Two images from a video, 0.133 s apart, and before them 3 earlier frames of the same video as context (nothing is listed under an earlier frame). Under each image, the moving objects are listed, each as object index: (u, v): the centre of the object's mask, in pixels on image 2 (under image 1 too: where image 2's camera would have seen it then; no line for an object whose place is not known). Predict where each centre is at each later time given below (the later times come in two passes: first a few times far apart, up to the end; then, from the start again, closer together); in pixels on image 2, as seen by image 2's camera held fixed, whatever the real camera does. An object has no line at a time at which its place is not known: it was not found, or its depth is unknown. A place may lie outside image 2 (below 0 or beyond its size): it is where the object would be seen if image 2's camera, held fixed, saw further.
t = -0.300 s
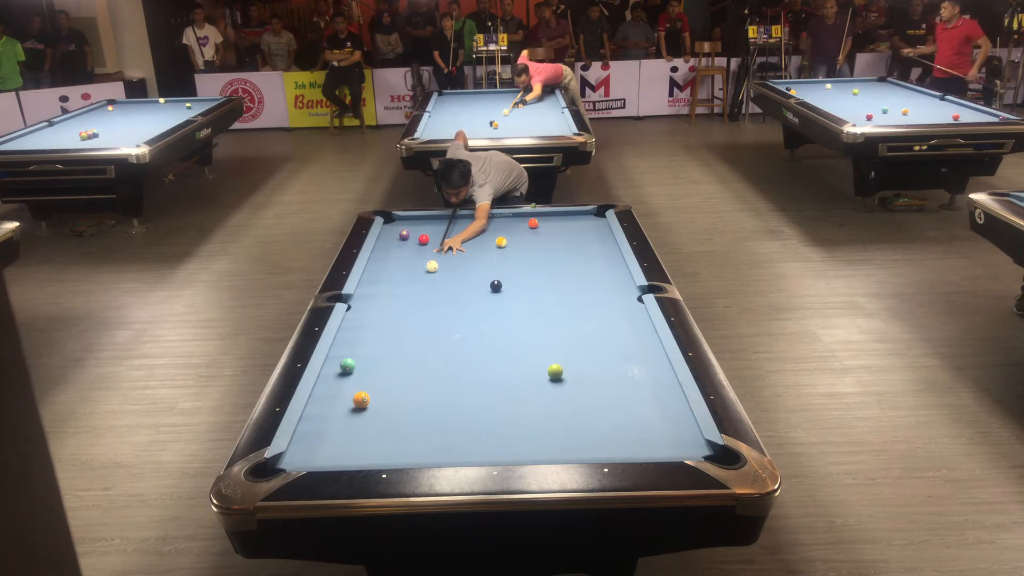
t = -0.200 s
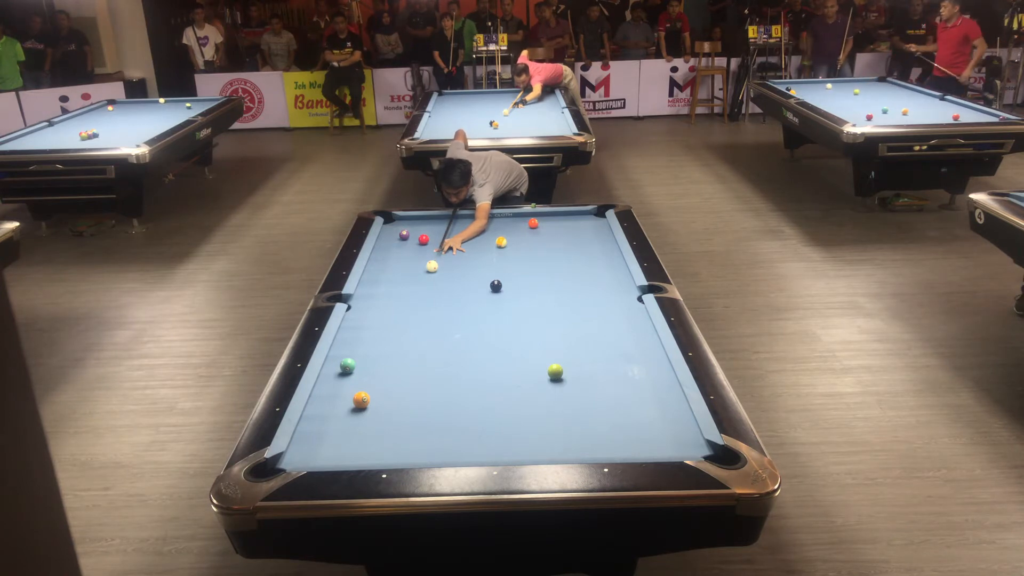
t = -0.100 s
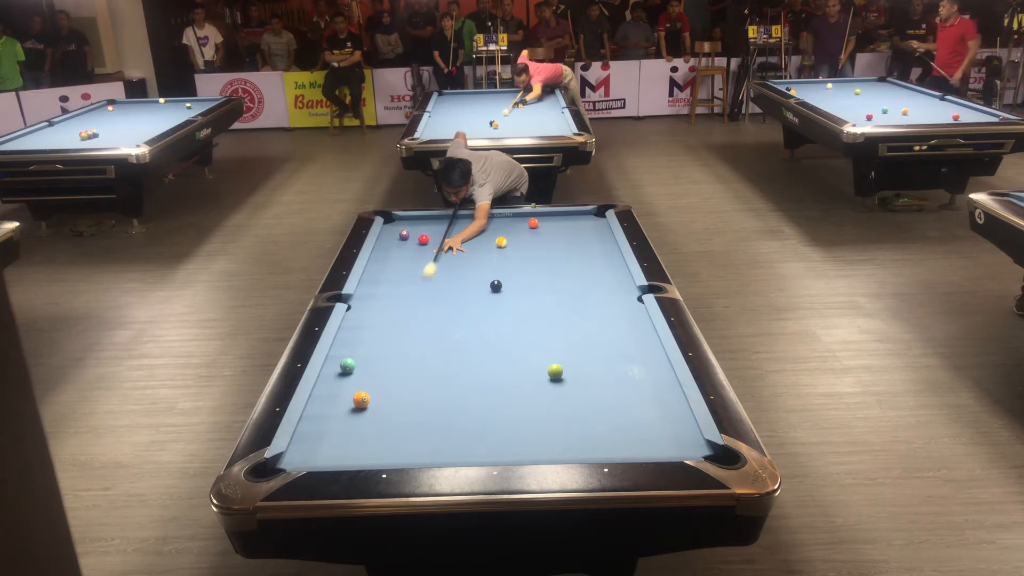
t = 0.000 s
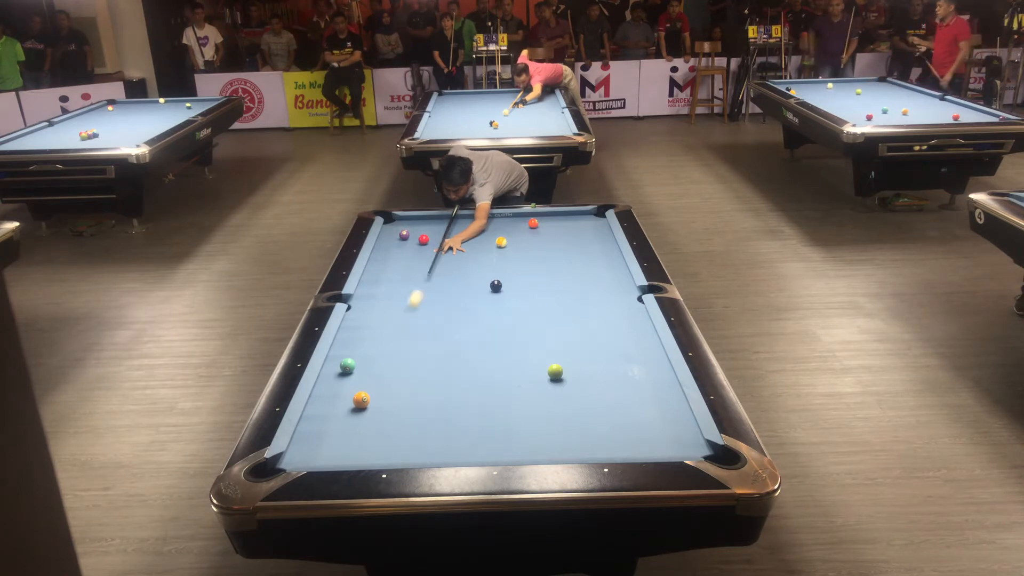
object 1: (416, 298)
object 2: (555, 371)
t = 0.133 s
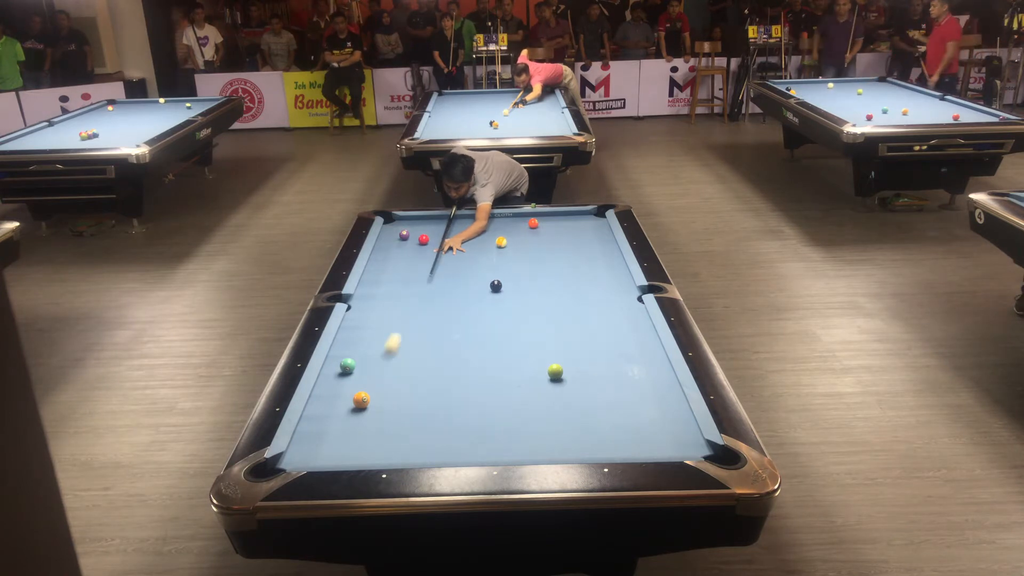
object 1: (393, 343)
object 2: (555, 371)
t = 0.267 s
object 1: (371, 392)
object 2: (555, 372)
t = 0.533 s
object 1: (402, 412)
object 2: (555, 371)
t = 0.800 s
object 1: (423, 451)
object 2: (555, 371)
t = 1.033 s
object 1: (451, 442)
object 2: (555, 371)
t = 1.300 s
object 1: (481, 422)
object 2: (555, 371)
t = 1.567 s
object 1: (508, 404)
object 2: (555, 371)
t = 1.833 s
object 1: (531, 388)
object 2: (555, 371)
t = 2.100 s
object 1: (547, 378)
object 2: (560, 368)
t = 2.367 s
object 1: (552, 375)
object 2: (571, 361)
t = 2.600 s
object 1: (554, 373)
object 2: (580, 355)
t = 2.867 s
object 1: (556, 372)
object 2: (590, 349)
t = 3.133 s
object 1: (557, 372)
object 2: (598, 344)
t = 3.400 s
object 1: (557, 371)
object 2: (605, 339)
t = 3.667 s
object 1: (557, 372)
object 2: (612, 336)
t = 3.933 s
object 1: (557, 371)
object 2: (617, 333)
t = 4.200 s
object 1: (557, 371)
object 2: (622, 331)
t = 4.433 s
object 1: (557, 371)
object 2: (625, 329)
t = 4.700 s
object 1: (557, 371)
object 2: (628, 327)
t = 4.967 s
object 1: (557, 371)
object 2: (630, 326)
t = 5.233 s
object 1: (557, 371)
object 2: (631, 326)
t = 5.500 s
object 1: (557, 371)
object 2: (632, 326)
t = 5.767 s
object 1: (557, 371)
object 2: (632, 326)
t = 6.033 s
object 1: (557, 371)
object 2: (632, 326)
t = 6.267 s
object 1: (557, 371)
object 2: (632, 326)
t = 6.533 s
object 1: (557, 372)
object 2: (631, 326)
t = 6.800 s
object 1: (557, 371)
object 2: (631, 326)
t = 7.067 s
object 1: (557, 371)
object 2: (631, 326)
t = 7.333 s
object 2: (631, 326)
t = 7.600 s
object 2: (628, 325)
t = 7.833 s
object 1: (557, 372)
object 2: (631, 326)
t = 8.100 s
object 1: (557, 372)
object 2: (631, 326)
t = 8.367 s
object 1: (557, 372)
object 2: (631, 326)
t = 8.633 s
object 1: (557, 372)
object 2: (632, 326)
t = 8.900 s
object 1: (557, 372)
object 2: (632, 326)
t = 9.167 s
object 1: (557, 371)
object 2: (631, 326)
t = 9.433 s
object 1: (557, 371)
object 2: (631, 326)
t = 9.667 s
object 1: (557, 371)
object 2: (632, 326)
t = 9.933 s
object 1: (557, 371)
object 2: (632, 326)
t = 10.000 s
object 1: (557, 371)
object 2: (632, 326)
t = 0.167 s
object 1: (387, 355)
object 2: (555, 372)
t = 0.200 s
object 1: (380, 368)
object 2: (555, 371)
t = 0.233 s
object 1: (374, 382)
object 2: (555, 371)
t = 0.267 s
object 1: (371, 392)
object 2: (555, 372)
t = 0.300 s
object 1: (375, 394)
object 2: (555, 371)
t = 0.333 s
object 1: (380, 395)
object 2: (555, 371)
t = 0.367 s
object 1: (384, 397)
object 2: (555, 371)
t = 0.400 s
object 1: (388, 400)
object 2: (555, 371)
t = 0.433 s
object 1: (392, 402)
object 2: (555, 371)
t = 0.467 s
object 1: (395, 406)
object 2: (555, 371)
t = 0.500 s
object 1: (399, 409)
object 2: (555, 371)
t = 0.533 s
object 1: (402, 412)
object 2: (555, 371)
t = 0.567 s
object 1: (405, 416)
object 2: (555, 371)
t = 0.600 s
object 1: (407, 421)
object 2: (555, 371)
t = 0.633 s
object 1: (410, 426)
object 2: (555, 371)
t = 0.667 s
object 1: (412, 431)
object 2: (555, 371)
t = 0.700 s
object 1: (415, 435)
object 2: (555, 371)
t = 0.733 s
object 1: (418, 440)
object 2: (555, 371)
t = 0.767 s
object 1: (420, 446)
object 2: (555, 371)
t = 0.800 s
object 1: (423, 451)
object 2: (555, 371)
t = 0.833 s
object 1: (425, 454)
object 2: (555, 371)
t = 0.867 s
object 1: (429, 454)
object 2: (555, 371)
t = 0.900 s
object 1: (434, 452)
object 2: (555, 371)
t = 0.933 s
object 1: (438, 450)
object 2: (555, 371)
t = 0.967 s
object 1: (442, 447)
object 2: (555, 371)
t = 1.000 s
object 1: (446, 444)
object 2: (555, 371)
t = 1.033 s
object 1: (451, 442)
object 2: (555, 371)
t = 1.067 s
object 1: (455, 439)
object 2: (555, 371)
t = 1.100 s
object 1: (458, 436)
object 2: (555, 371)
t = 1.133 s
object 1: (462, 433)
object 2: (555, 371)
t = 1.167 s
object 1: (466, 431)
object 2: (555, 371)
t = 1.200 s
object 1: (470, 429)
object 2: (555, 371)
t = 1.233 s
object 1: (473, 426)
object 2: (555, 372)
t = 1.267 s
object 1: (477, 423)
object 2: (555, 371)
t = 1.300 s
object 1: (481, 422)
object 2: (555, 371)
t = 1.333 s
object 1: (484, 419)
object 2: (555, 371)
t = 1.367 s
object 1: (488, 417)
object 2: (555, 371)
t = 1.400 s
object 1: (491, 415)
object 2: (555, 371)
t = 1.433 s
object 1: (495, 412)
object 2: (555, 371)
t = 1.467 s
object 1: (498, 410)
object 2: (555, 371)
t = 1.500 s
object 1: (501, 408)
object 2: (555, 371)
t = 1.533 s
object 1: (504, 406)
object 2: (555, 371)
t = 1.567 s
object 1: (508, 404)
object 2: (555, 371)
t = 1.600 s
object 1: (511, 402)
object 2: (555, 371)
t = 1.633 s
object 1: (514, 400)
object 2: (555, 371)
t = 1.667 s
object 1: (517, 398)
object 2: (555, 371)
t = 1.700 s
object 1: (520, 396)
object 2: (555, 371)
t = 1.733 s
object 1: (523, 394)
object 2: (555, 371)
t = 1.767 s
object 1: (526, 392)
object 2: (555, 371)
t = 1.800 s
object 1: (528, 390)
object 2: (555, 371)
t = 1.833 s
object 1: (531, 388)
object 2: (555, 371)
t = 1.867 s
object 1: (534, 387)
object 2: (555, 371)
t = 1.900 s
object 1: (536, 385)
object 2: (555, 371)
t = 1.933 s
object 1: (539, 383)
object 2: (555, 371)
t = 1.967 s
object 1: (542, 381)
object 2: (555, 372)
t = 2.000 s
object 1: (545, 379)
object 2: (556, 371)
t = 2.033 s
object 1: (547, 378)
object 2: (557, 370)
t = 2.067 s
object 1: (547, 378)
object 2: (558, 370)
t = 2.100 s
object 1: (547, 378)
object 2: (560, 368)
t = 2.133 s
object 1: (548, 377)
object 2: (561, 368)
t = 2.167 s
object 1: (549, 377)
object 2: (563, 367)
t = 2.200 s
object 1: (549, 377)
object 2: (564, 366)
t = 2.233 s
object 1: (550, 376)
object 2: (566, 365)
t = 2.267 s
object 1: (550, 376)
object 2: (567, 364)
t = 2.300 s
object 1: (550, 376)
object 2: (569, 363)
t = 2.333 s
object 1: (551, 375)
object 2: (570, 362)
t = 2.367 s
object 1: (552, 375)
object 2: (571, 361)
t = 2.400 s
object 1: (552, 375)
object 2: (573, 360)
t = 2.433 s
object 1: (552, 375)
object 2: (574, 359)
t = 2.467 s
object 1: (553, 374)
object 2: (575, 358)
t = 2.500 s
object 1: (553, 374)
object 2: (577, 358)
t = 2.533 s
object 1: (553, 374)
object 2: (578, 357)
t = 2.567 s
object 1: (554, 374)
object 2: (579, 356)
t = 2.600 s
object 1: (554, 373)
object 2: (580, 355)
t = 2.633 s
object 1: (554, 373)
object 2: (582, 354)
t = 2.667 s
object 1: (555, 373)
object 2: (583, 353)
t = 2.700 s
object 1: (555, 373)
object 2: (584, 353)
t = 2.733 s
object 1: (555, 373)
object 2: (585, 352)
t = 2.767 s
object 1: (556, 373)
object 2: (587, 351)
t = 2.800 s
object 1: (556, 373)
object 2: (587, 351)
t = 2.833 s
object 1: (556, 372)
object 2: (589, 350)
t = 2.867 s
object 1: (556, 372)
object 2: (590, 349)
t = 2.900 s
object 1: (556, 372)
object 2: (591, 348)
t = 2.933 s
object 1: (556, 372)
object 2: (592, 348)
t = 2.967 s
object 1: (556, 372)
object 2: (593, 347)
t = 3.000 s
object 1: (557, 372)
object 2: (594, 346)
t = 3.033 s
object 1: (557, 372)
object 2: (595, 346)
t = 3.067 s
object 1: (557, 372)
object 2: (596, 345)
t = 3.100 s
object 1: (557, 372)
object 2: (597, 344)
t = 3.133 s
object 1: (557, 372)
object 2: (598, 344)
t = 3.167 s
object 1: (557, 372)
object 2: (599, 343)
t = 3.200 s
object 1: (557, 371)
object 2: (600, 343)
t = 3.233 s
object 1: (557, 371)
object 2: (601, 342)
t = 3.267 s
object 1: (557, 371)
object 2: (602, 341)
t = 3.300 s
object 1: (557, 371)
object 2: (602, 341)
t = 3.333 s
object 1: (557, 371)
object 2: (604, 340)
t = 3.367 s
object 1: (557, 371)
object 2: (604, 340)
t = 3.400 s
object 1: (557, 371)
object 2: (605, 339)
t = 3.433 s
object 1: (557, 371)
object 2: (606, 339)
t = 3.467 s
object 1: (557, 371)
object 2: (607, 339)
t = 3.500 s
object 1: (557, 371)
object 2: (608, 338)
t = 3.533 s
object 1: (557, 372)
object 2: (608, 338)
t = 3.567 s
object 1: (557, 371)
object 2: (609, 337)
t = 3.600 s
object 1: (557, 372)
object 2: (610, 337)
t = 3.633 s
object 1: (557, 372)
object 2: (611, 336)
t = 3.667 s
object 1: (557, 372)
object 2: (612, 336)
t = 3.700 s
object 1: (557, 372)
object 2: (612, 335)
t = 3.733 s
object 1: (557, 371)
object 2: (613, 335)
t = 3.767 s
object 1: (557, 371)
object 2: (614, 334)
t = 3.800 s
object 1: (557, 371)
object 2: (614, 334)
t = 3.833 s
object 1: (557, 371)
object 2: (615, 334)
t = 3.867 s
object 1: (557, 371)
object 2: (616, 333)
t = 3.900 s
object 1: (557, 371)
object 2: (616, 333)
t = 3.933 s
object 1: (557, 371)
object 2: (617, 333)
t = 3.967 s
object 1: (557, 371)
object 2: (618, 333)
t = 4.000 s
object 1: (557, 371)
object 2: (618, 332)
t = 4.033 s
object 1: (557, 371)
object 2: (619, 332)
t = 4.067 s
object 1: (557, 371)
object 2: (619, 332)
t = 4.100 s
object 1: (557, 371)
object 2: (620, 331)
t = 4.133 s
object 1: (557, 371)
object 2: (621, 331)
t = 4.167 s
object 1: (557, 371)
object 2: (621, 331)
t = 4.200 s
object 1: (557, 371)
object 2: (622, 331)
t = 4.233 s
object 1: (557, 371)
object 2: (622, 330)
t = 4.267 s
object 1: (557, 371)
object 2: (623, 330)
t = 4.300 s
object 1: (557, 371)
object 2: (623, 330)
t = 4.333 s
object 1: (557, 371)
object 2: (624, 330)
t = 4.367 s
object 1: (557, 371)
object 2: (624, 329)
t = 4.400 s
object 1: (557, 371)
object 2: (625, 329)
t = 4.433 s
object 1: (557, 371)
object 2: (625, 329)
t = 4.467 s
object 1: (557, 371)
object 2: (625, 329)
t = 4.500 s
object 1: (557, 371)
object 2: (626, 328)
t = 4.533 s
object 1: (557, 371)
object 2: (626, 328)
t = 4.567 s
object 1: (557, 371)
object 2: (627, 328)
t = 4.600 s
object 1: (557, 371)
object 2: (627, 328)
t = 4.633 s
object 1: (557, 371)
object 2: (627, 328)
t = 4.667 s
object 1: (557, 371)
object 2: (628, 327)
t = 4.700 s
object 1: (557, 371)
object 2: (628, 327)
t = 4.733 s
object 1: (557, 371)
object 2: (628, 327)
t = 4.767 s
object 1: (557, 371)
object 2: (629, 327)
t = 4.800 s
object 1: (557, 371)
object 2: (629, 327)
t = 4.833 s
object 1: (557, 371)
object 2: (629, 327)
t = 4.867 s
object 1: (557, 371)
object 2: (629, 327)
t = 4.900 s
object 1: (557, 371)
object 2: (630, 326)
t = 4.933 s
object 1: (557, 371)
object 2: (630, 326)
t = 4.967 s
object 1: (557, 371)
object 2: (630, 326)
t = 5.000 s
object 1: (557, 371)
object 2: (630, 326)
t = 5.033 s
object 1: (557, 371)
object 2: (630, 326)
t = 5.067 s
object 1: (557, 371)
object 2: (631, 326)
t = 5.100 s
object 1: (557, 371)
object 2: (631, 326)
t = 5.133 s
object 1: (557, 371)
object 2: (631, 326)
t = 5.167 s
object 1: (557, 371)
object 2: (631, 326)
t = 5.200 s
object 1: (557, 371)
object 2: (631, 326)
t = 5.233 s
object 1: (557, 371)
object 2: (631, 326)
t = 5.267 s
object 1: (557, 371)
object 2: (631, 326)
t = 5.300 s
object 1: (557, 371)
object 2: (631, 326)
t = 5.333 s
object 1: (557, 371)
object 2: (632, 326)
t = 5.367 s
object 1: (557, 371)
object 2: (632, 326)
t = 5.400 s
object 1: (557, 371)
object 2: (632, 326)
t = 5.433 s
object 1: (557, 371)
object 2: (632, 326)
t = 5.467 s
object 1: (557, 371)
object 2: (632, 326)
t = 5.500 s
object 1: (557, 371)
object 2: (632, 326)
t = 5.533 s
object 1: (557, 371)
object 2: (632, 326)
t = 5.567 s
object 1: (557, 371)
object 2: (632, 326)
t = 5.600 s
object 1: (557, 371)
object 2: (632, 326)
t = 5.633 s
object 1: (557, 371)
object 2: (632, 326)
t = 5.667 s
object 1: (557, 371)
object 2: (632, 326)
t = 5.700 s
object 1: (557, 371)
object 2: (632, 326)
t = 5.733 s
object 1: (557, 371)
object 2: (632, 326)
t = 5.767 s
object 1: (557, 371)
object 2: (632, 326)
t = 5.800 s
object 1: (557, 371)
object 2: (632, 326)
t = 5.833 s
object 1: (557, 371)
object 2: (632, 326)
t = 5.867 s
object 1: (557, 371)
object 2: (632, 326)
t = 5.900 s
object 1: (557, 371)
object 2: (632, 326)
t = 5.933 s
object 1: (557, 371)
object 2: (632, 326)
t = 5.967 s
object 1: (557, 371)
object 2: (632, 326)
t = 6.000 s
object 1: (557, 371)
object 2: (632, 326)
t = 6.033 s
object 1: (557, 371)
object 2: (632, 326)
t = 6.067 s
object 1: (557, 371)
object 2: (632, 326)
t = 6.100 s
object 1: (557, 371)
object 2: (632, 326)
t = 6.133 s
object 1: (557, 371)
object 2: (632, 326)
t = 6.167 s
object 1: (557, 371)
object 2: (632, 326)
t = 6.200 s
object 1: (557, 371)
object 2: (632, 326)
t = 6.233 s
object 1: (557, 371)
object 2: (632, 326)
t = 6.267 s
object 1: (557, 371)
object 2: (632, 326)
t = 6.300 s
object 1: (557, 371)
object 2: (631, 326)
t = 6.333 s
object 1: (557, 371)
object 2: (631, 326)
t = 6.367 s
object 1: (557, 371)
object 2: (632, 326)
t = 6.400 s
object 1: (557, 371)
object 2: (632, 326)
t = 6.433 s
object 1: (557, 371)
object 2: (631, 326)
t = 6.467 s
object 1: (557, 371)
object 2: (631, 326)
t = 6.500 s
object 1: (557, 372)
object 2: (632, 326)
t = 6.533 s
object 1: (557, 372)
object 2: (631, 326)
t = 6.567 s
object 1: (557, 372)
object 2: (631, 326)
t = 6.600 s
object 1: (557, 372)
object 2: (631, 326)
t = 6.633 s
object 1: (557, 371)
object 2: (632, 326)
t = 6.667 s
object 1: (557, 371)
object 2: (631, 326)
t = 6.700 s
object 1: (557, 372)
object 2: (631, 326)
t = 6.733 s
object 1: (557, 372)
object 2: (631, 326)
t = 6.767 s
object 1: (557, 372)
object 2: (631, 326)
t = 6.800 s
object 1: (557, 371)
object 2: (631, 326)
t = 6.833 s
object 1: (557, 371)
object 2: (632, 326)
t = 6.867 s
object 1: (557, 371)
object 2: (632, 326)
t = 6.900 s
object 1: (557, 371)
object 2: (632, 326)
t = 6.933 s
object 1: (557, 372)
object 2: (631, 326)
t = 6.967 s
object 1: (557, 371)
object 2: (631, 326)
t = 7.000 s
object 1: (557, 372)
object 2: (631, 326)
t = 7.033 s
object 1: (557, 371)
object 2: (631, 326)
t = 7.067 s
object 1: (557, 371)
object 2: (631, 326)
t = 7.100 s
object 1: (557, 371)
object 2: (631, 326)
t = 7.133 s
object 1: (557, 371)
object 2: (631, 326)
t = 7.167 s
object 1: (557, 371)
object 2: (631, 326)
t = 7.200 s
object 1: (557, 371)
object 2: (632, 326)
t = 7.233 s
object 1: (557, 371)
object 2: (631, 326)
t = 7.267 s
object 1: (557, 371)
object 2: (631, 326)
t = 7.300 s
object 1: (558, 372)
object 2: (632, 326)
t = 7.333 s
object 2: (631, 326)
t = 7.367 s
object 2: (631, 326)
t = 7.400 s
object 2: (631, 326)
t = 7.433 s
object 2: (631, 326)
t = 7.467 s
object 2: (632, 326)
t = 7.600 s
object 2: (628, 325)
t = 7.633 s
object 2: (631, 325)
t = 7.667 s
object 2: (631, 326)
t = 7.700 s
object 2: (631, 326)
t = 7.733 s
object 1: (555, 372)
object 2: (631, 326)
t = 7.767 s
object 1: (557, 372)
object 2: (631, 326)
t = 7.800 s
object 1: (557, 372)
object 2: (631, 326)
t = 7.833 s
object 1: (557, 372)
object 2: (631, 326)
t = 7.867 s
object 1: (557, 372)
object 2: (631, 326)
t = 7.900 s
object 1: (557, 372)
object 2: (631, 326)
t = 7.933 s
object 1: (557, 372)
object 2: (631, 326)
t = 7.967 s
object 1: (557, 372)
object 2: (631, 326)
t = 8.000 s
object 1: (557, 372)
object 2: (631, 326)
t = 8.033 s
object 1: (557, 372)
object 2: (631, 326)
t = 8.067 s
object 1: (557, 372)
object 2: (631, 326)
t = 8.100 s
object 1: (557, 372)
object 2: (631, 326)
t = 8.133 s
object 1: (557, 372)
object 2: (631, 326)
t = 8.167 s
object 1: (557, 372)
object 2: (631, 326)
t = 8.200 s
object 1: (557, 372)
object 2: (631, 326)
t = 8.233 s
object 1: (557, 372)
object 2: (631, 326)
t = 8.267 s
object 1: (557, 372)
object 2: (631, 326)
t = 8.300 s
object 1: (557, 372)
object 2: (631, 326)
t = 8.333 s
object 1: (557, 372)
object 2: (631, 326)
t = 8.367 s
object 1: (557, 372)
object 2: (631, 326)
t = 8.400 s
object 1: (557, 372)
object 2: (631, 326)
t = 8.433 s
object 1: (557, 372)
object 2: (631, 326)
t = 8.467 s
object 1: (557, 372)
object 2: (631, 326)
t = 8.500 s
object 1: (557, 372)
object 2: (631, 326)
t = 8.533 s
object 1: (557, 372)
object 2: (631, 326)
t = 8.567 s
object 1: (557, 372)
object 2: (632, 326)
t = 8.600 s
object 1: (557, 372)
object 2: (632, 326)
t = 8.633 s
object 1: (557, 372)
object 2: (632, 326)
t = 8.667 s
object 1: (557, 372)
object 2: (632, 326)
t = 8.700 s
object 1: (557, 372)
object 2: (631, 326)
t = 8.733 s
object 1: (557, 372)
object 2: (632, 326)
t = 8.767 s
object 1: (557, 372)
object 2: (632, 326)
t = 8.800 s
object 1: (557, 371)
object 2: (632, 326)
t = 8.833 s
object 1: (557, 372)
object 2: (632, 326)
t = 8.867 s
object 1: (557, 372)
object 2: (632, 326)
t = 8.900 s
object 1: (557, 372)
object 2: (632, 326)
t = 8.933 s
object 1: (557, 371)
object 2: (631, 326)
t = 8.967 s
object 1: (557, 371)
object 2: (632, 326)
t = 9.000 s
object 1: (557, 371)
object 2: (631, 326)
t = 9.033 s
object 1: (557, 372)
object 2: (632, 326)
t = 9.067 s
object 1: (557, 371)
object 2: (631, 326)
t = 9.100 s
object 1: (557, 371)
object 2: (631, 326)
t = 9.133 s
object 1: (557, 371)
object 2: (631, 326)
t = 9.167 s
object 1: (557, 371)
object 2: (631, 326)
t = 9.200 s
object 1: (557, 372)
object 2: (631, 326)
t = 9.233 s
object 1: (557, 372)
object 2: (631, 326)
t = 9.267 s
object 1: (557, 371)
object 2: (631, 326)
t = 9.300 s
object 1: (557, 372)
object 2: (631, 326)
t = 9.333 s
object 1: (557, 371)
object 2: (631, 326)
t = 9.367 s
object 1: (557, 371)
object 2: (631, 326)
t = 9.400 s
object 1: (557, 371)
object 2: (631, 326)
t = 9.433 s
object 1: (557, 371)
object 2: (631, 326)
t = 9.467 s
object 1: (557, 371)
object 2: (631, 326)
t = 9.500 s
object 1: (557, 371)
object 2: (631, 326)
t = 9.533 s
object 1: (557, 371)
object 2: (631, 326)
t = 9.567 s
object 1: (557, 371)
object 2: (632, 326)
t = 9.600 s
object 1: (557, 371)
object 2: (631, 326)
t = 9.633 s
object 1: (557, 371)
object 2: (632, 326)
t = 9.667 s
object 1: (557, 371)
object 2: (632, 326)
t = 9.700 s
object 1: (557, 371)
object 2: (632, 326)
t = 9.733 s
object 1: (557, 371)
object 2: (632, 326)
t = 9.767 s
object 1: (557, 371)
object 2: (632, 326)
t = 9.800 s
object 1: (557, 371)
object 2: (632, 326)
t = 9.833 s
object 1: (557, 371)
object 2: (632, 326)
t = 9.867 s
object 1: (557, 371)
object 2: (632, 326)
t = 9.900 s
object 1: (557, 371)
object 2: (632, 326)
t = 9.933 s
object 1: (557, 371)
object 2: (632, 326)
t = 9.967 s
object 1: (557, 371)
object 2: (632, 326)
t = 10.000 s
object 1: (557, 371)
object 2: (632, 326)
